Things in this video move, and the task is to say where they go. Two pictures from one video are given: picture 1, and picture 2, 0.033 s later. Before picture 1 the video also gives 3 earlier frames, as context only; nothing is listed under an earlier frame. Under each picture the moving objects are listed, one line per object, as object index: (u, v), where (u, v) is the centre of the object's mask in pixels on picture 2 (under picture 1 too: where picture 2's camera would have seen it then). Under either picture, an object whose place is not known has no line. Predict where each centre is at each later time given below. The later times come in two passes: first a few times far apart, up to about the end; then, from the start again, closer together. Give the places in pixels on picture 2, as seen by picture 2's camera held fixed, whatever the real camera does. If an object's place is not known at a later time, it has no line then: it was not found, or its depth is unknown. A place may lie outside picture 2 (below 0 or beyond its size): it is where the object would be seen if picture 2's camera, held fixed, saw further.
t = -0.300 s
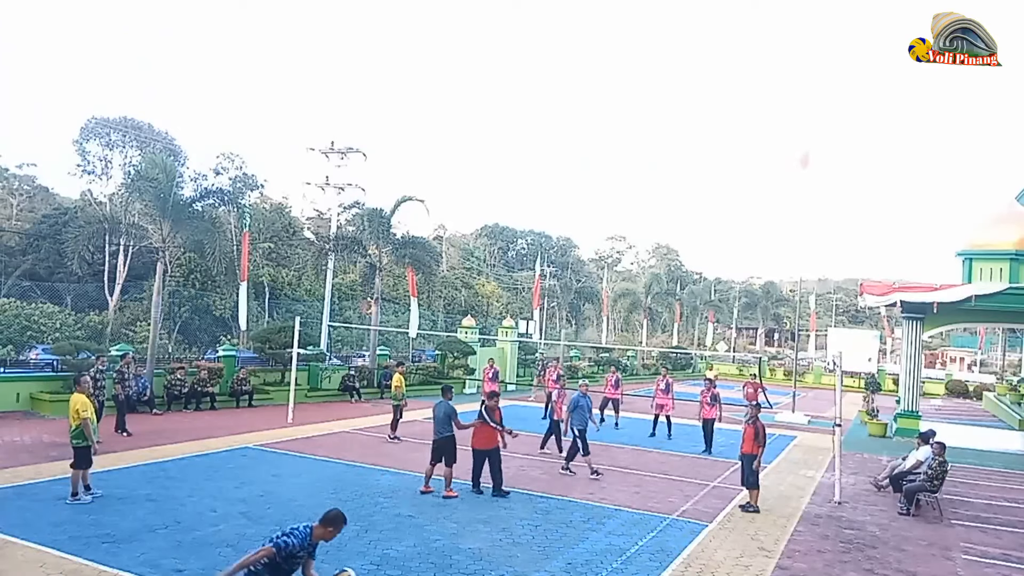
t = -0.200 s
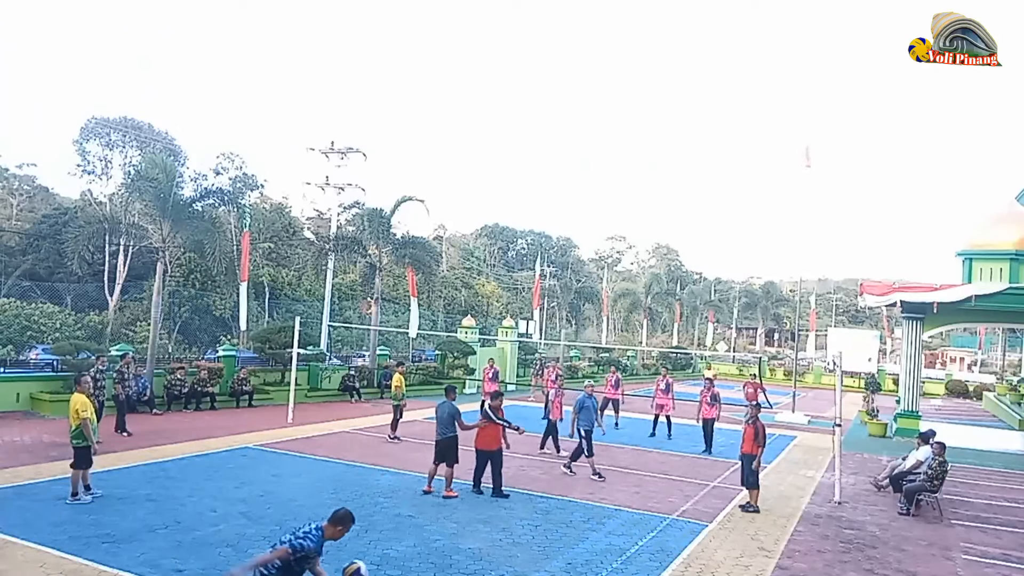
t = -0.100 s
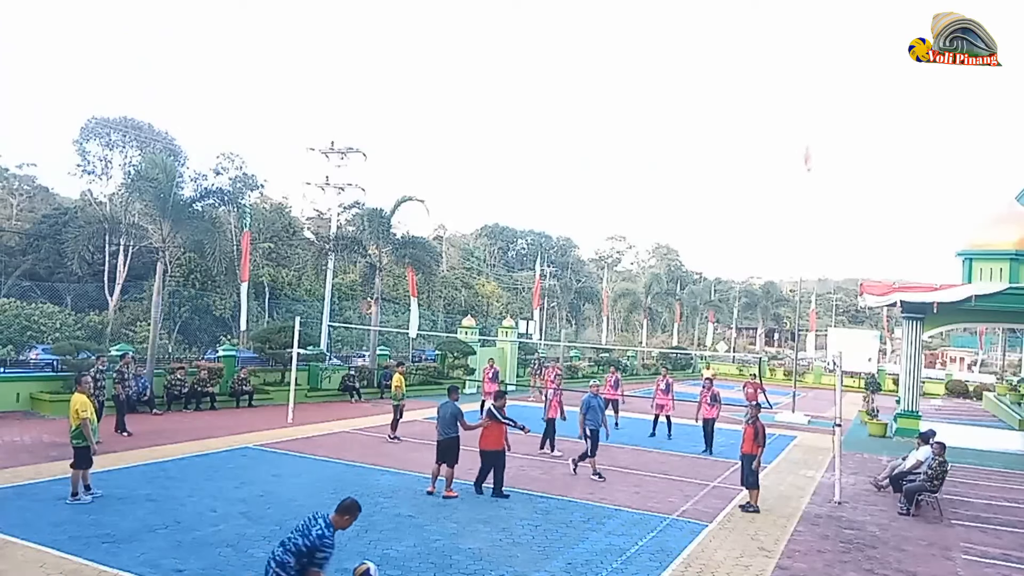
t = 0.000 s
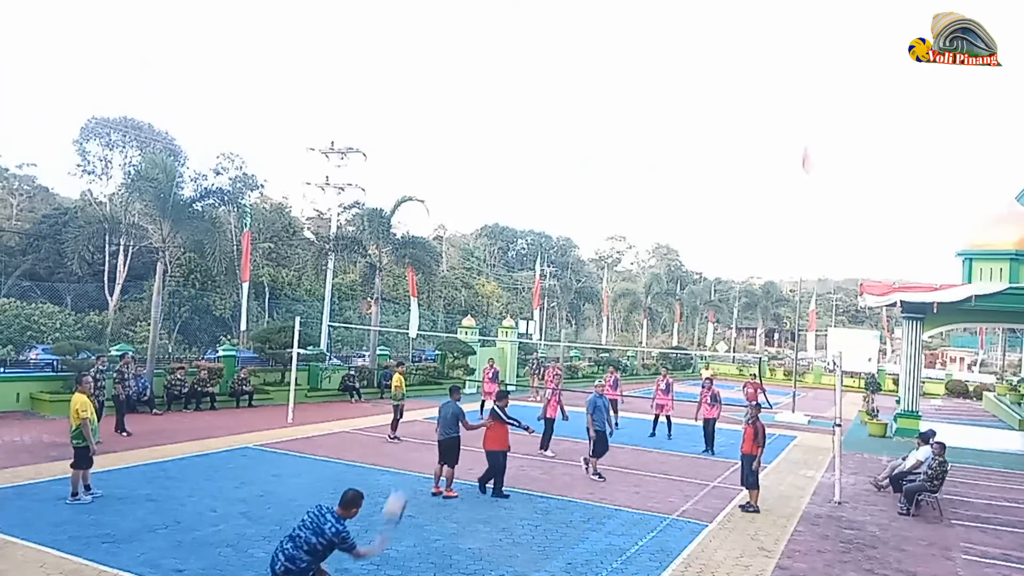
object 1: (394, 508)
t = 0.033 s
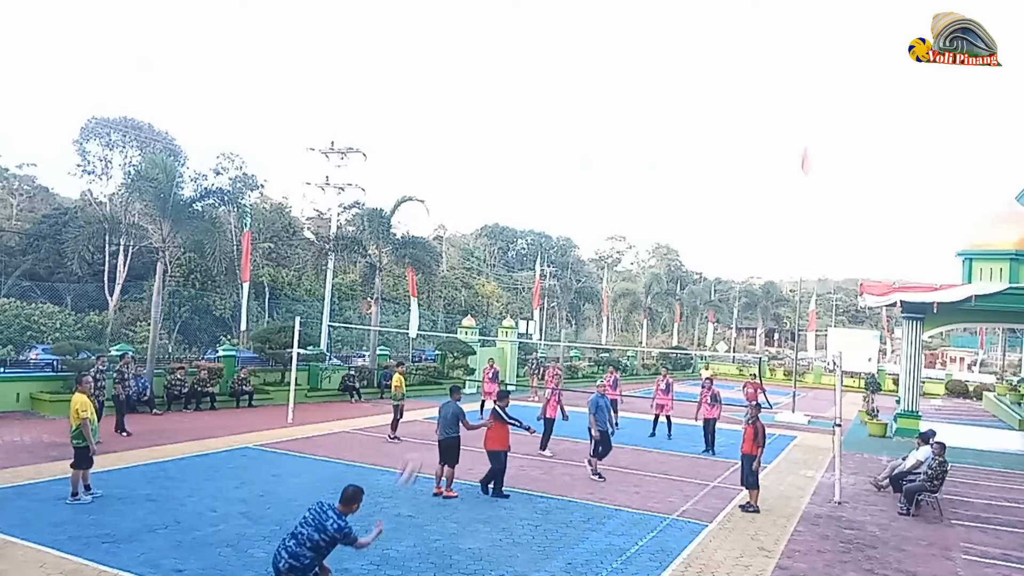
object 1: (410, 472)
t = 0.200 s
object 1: (462, 333)
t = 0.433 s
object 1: (509, 228)
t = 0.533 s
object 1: (525, 205)
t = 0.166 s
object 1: (454, 354)
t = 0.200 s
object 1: (462, 333)
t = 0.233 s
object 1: (470, 314)
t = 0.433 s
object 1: (509, 228)
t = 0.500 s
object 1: (521, 211)
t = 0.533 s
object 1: (525, 205)
